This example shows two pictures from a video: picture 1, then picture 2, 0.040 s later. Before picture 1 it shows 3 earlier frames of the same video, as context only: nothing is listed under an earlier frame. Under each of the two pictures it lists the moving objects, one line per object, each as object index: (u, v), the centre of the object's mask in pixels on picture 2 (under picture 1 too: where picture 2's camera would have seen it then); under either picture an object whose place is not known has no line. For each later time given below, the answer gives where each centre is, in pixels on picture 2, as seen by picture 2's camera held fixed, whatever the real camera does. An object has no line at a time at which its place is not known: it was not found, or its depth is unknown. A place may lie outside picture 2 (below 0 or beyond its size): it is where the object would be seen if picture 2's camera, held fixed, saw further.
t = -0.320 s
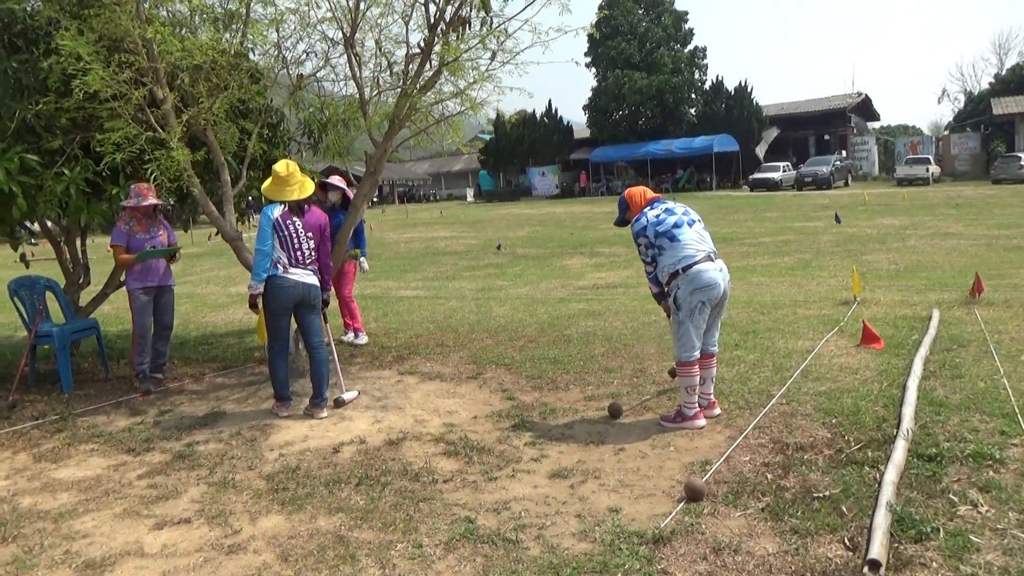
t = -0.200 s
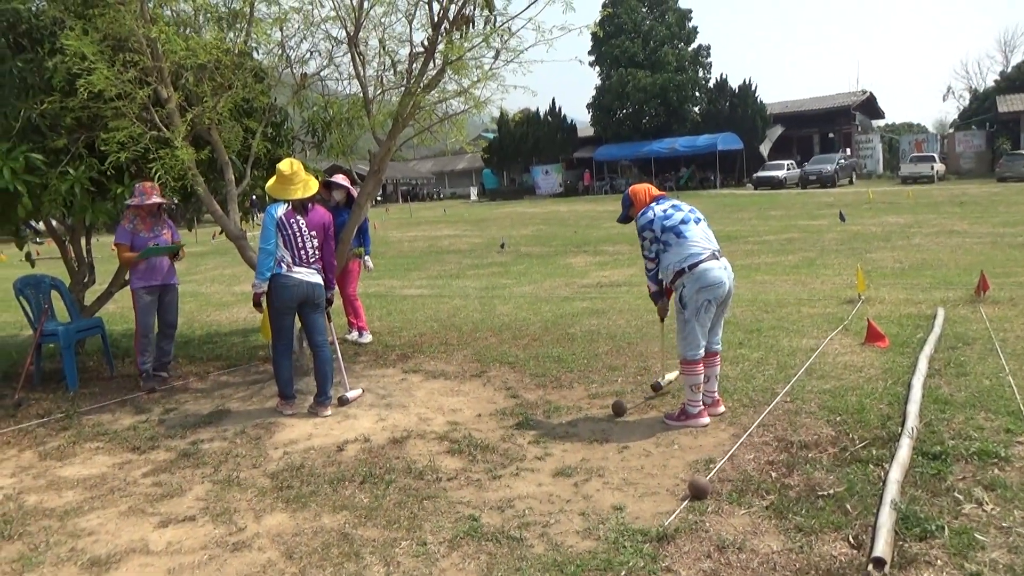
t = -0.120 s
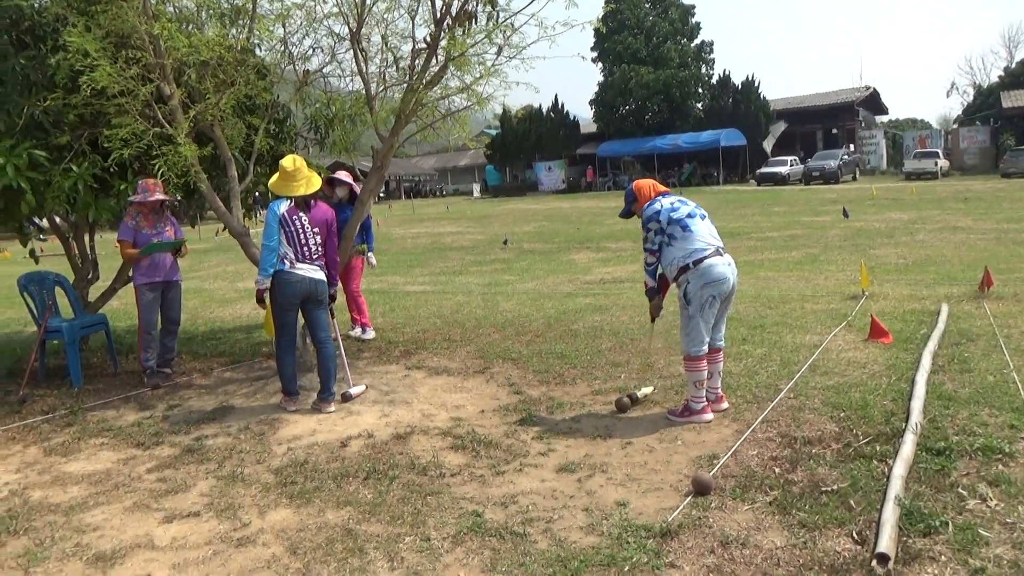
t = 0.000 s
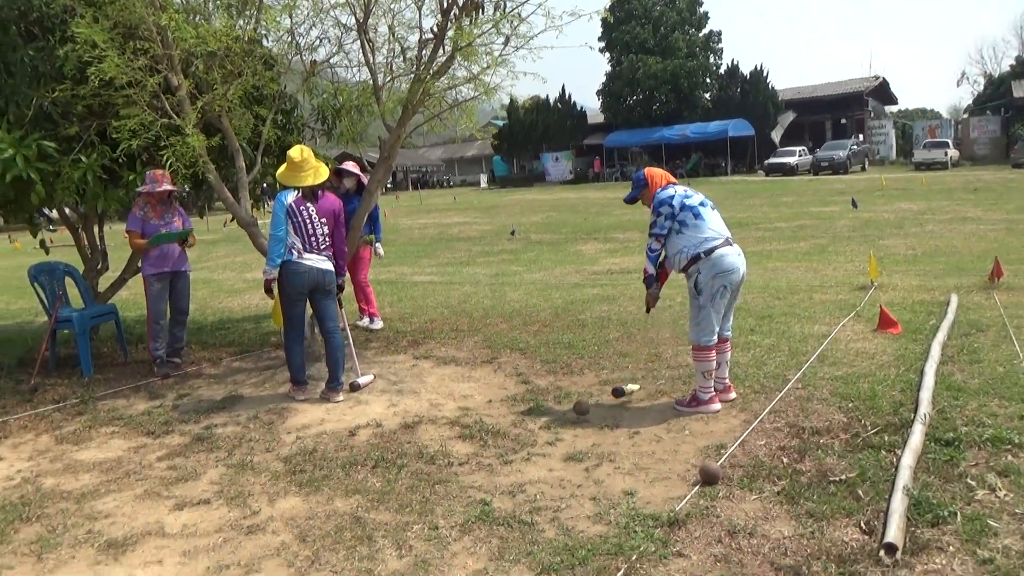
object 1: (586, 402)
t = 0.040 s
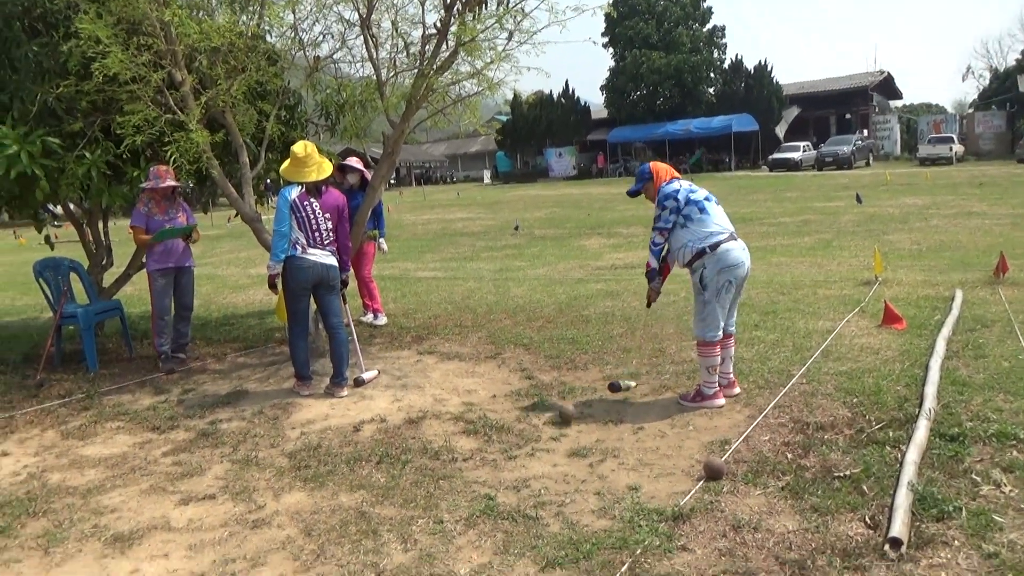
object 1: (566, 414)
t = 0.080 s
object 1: (549, 421)
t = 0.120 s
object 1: (532, 428)
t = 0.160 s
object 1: (516, 431)
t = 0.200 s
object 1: (500, 436)
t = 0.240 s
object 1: (483, 445)
